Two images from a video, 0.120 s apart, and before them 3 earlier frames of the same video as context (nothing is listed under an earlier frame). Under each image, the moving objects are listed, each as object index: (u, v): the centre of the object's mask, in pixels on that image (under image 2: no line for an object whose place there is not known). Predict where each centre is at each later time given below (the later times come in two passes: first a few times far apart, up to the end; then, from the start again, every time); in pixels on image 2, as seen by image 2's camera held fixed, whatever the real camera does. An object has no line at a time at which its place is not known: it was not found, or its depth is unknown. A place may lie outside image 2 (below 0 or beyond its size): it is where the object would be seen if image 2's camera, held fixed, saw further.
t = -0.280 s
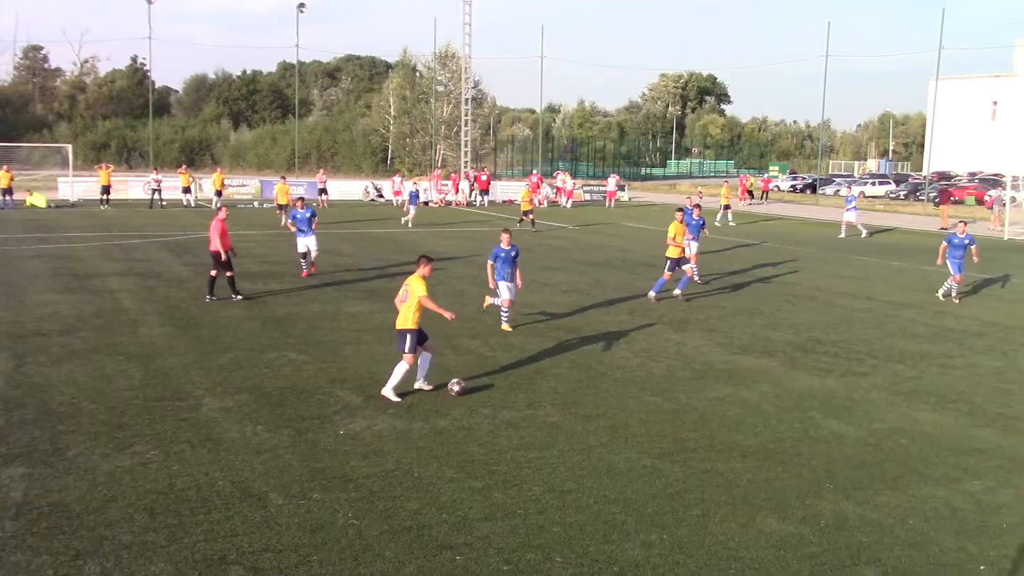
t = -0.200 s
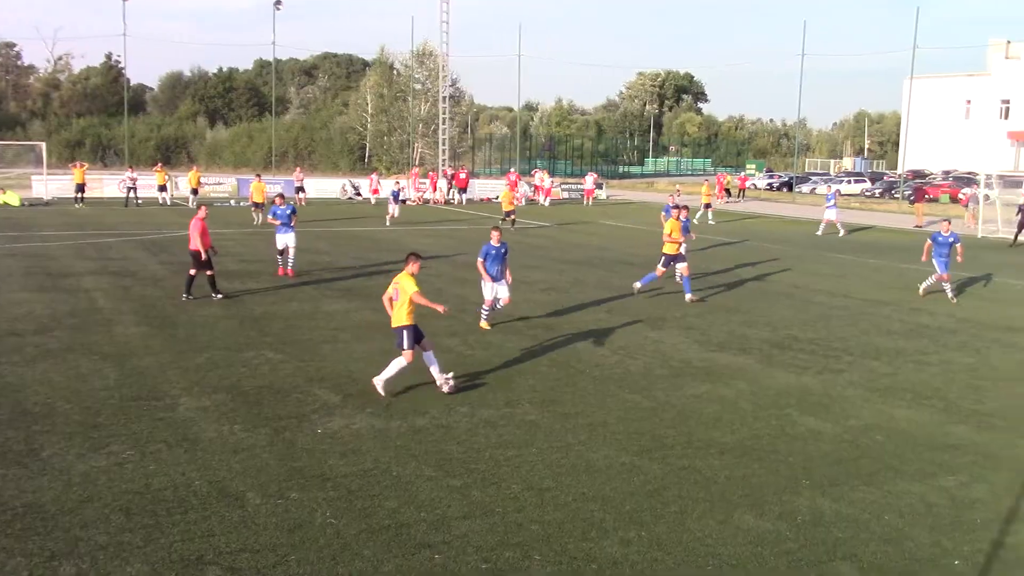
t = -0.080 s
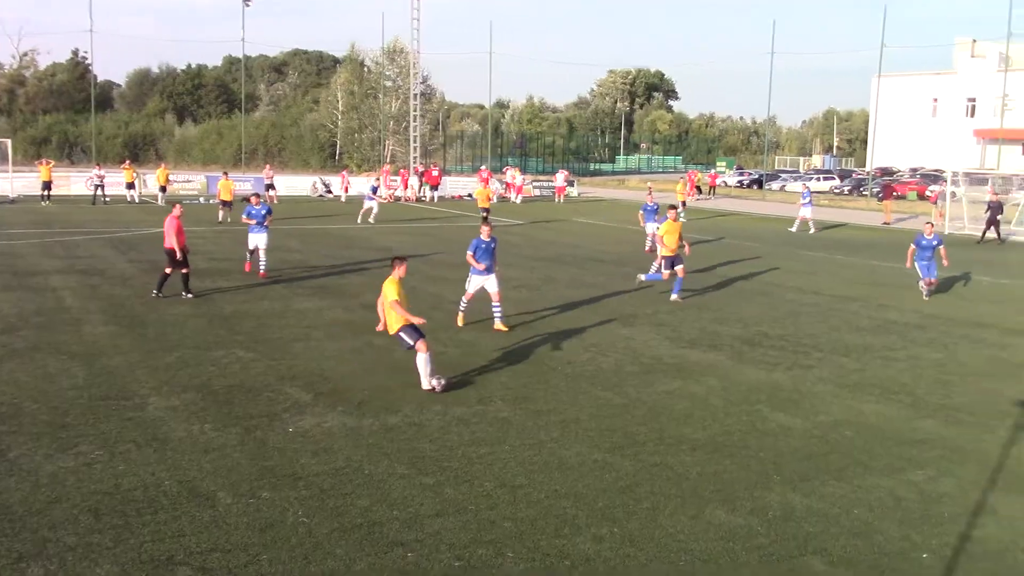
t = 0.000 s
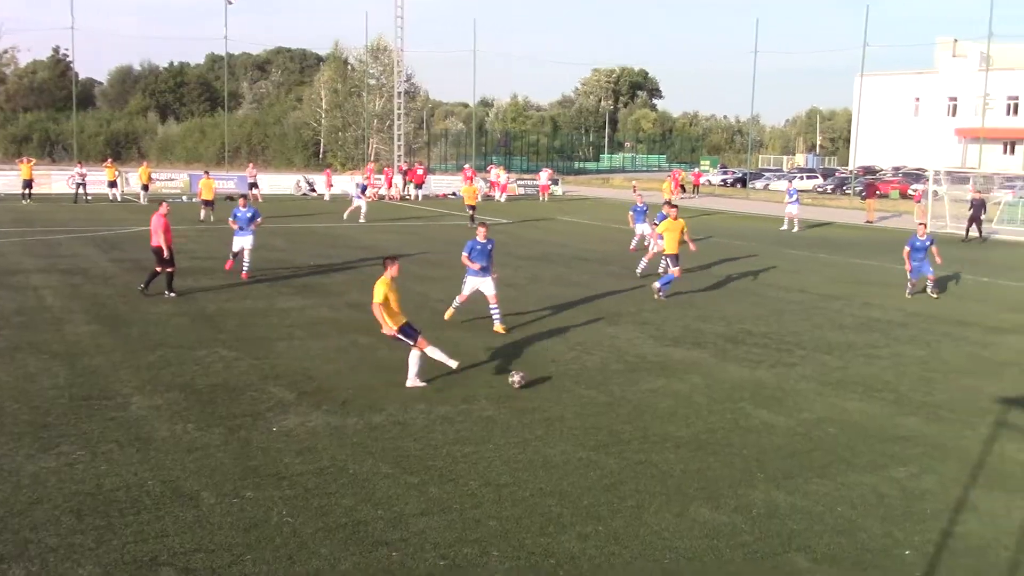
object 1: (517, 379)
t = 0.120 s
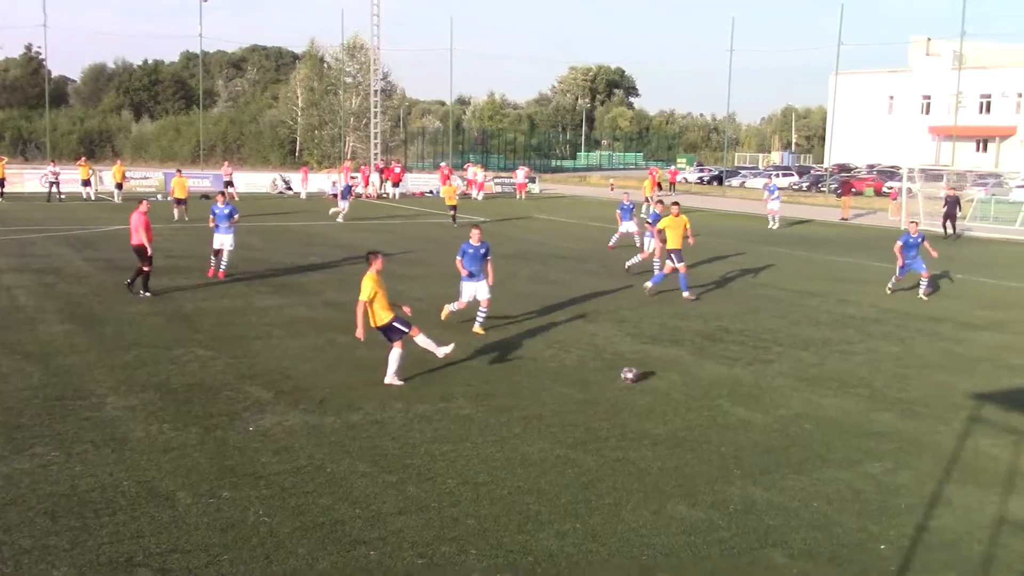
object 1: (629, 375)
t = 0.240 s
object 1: (747, 370)
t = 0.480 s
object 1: (937, 365)
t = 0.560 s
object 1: (992, 365)
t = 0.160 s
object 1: (670, 374)
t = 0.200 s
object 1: (709, 373)
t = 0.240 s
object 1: (747, 370)
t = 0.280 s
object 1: (782, 368)
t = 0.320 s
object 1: (815, 367)
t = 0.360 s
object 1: (848, 367)
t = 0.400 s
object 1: (880, 368)
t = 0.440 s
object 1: (909, 366)
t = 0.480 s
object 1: (937, 365)
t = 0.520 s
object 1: (965, 366)
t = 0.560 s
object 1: (992, 365)
